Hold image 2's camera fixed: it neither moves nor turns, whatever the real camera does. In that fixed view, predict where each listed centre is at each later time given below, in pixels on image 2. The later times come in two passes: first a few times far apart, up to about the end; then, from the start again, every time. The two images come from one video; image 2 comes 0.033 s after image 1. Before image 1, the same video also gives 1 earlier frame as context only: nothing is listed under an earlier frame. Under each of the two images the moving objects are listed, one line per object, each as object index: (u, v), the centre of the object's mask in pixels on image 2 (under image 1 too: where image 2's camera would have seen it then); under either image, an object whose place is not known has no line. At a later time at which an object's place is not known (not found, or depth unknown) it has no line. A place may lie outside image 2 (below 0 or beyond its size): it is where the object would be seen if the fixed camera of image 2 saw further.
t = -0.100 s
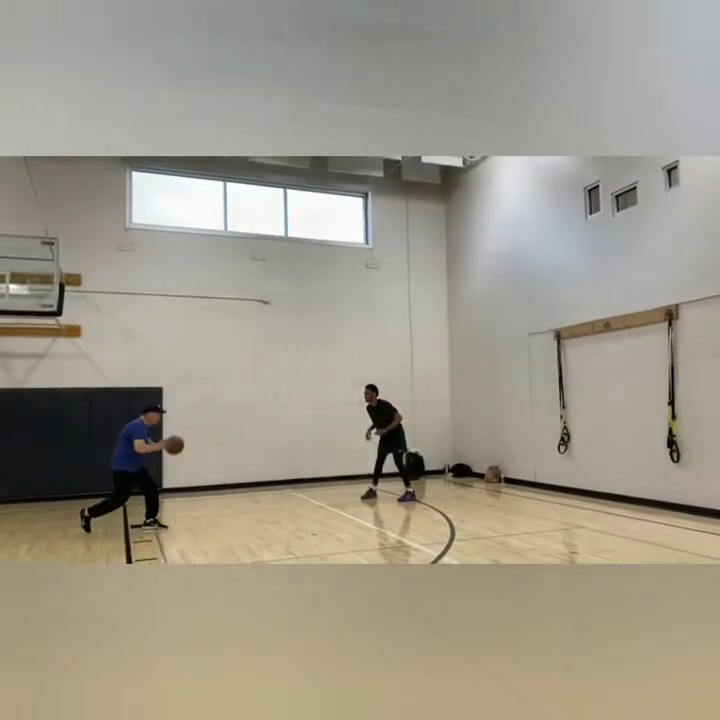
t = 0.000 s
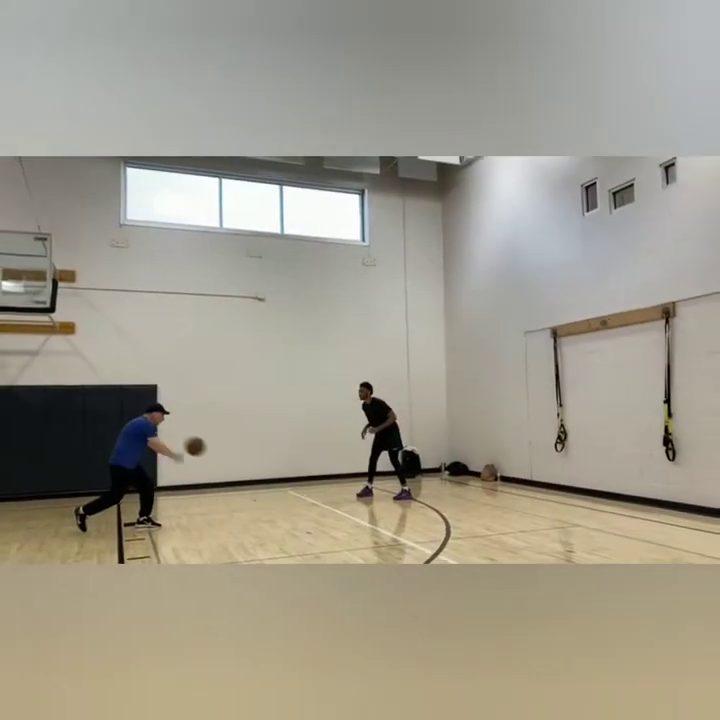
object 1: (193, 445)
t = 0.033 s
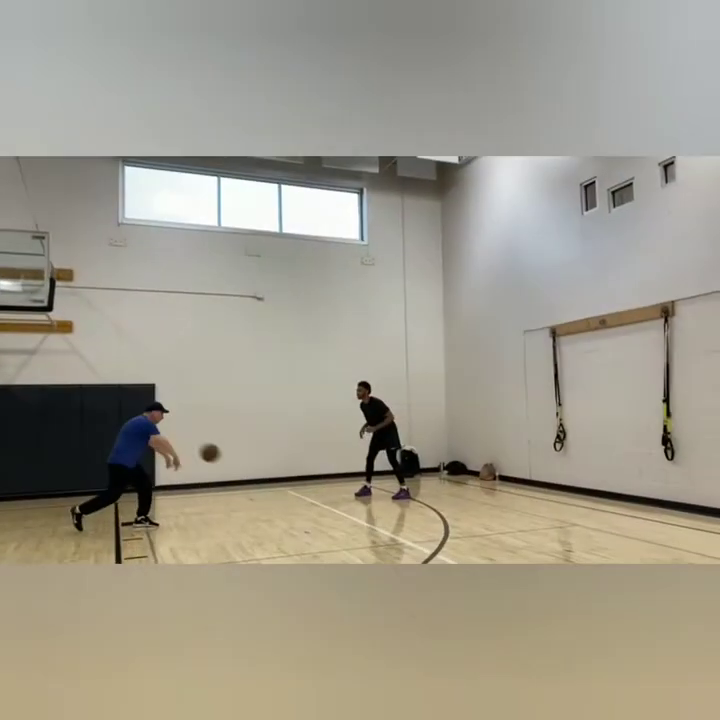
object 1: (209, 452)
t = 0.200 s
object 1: (285, 497)
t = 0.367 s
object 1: (317, 463)
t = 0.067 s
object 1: (225, 460)
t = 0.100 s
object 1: (241, 468)
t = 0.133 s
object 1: (256, 476)
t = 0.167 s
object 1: (271, 487)
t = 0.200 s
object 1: (285, 497)
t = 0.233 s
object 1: (295, 496)
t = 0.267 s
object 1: (300, 485)
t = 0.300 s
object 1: (306, 477)
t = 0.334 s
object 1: (311, 471)
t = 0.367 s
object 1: (317, 463)
